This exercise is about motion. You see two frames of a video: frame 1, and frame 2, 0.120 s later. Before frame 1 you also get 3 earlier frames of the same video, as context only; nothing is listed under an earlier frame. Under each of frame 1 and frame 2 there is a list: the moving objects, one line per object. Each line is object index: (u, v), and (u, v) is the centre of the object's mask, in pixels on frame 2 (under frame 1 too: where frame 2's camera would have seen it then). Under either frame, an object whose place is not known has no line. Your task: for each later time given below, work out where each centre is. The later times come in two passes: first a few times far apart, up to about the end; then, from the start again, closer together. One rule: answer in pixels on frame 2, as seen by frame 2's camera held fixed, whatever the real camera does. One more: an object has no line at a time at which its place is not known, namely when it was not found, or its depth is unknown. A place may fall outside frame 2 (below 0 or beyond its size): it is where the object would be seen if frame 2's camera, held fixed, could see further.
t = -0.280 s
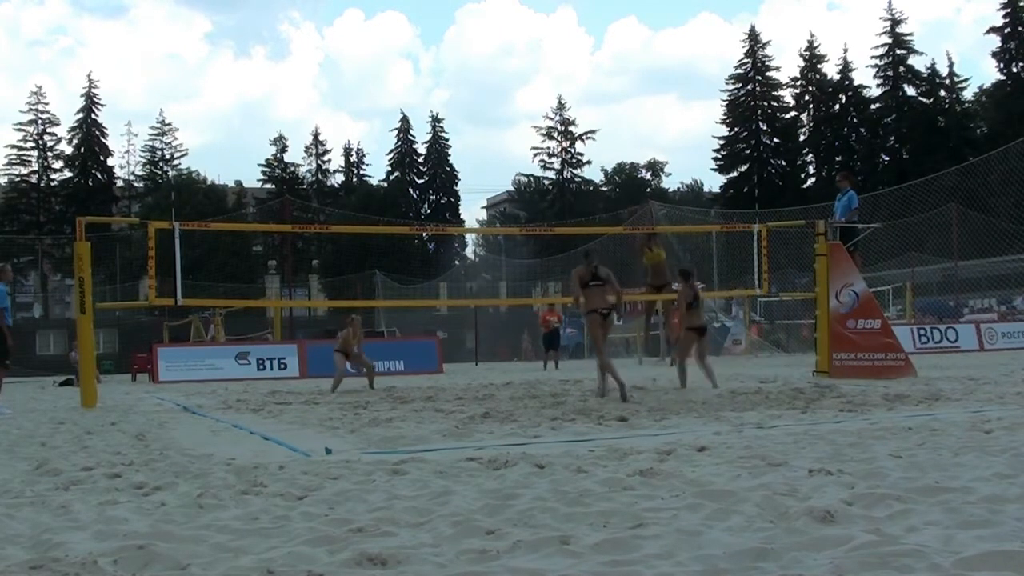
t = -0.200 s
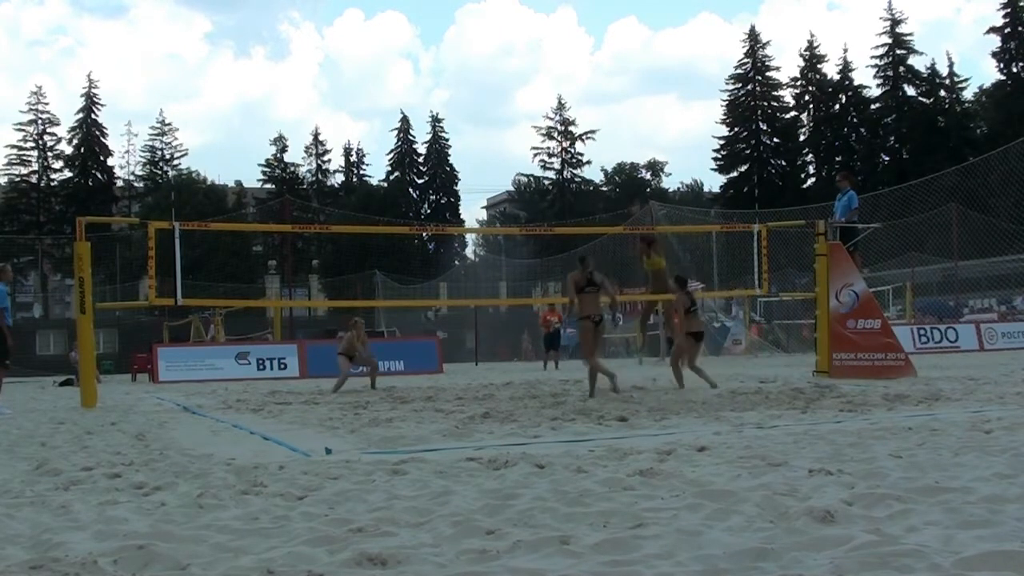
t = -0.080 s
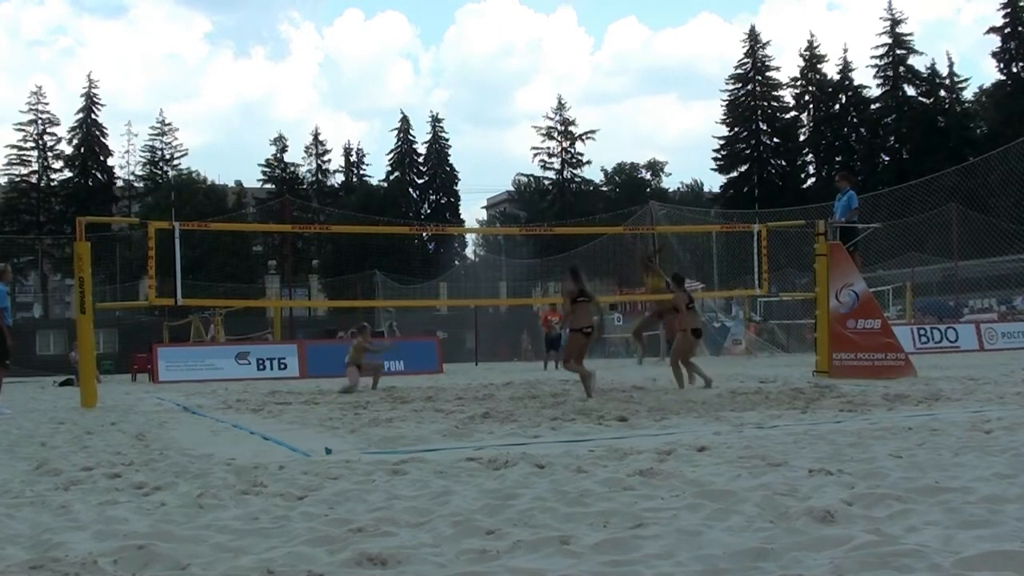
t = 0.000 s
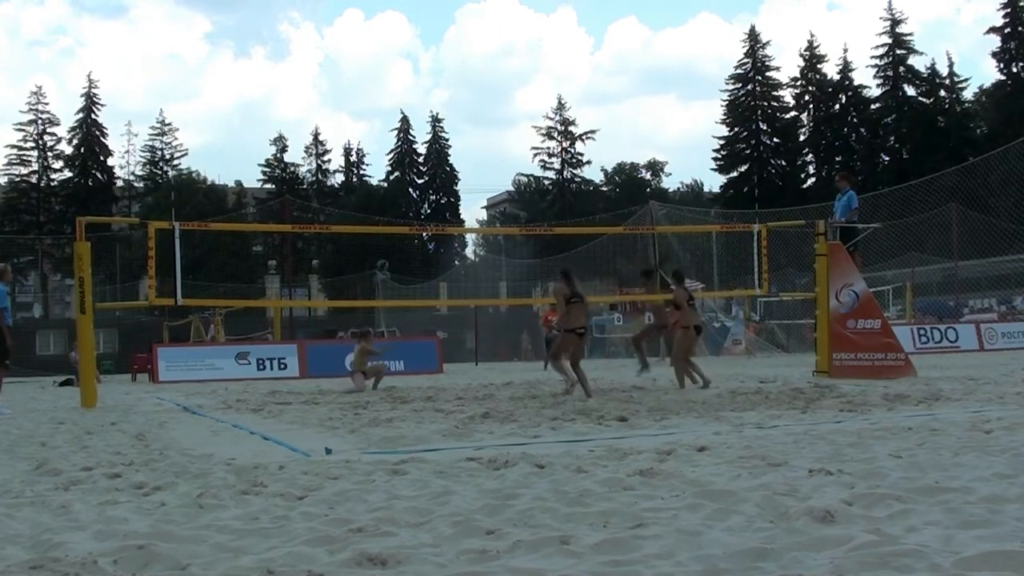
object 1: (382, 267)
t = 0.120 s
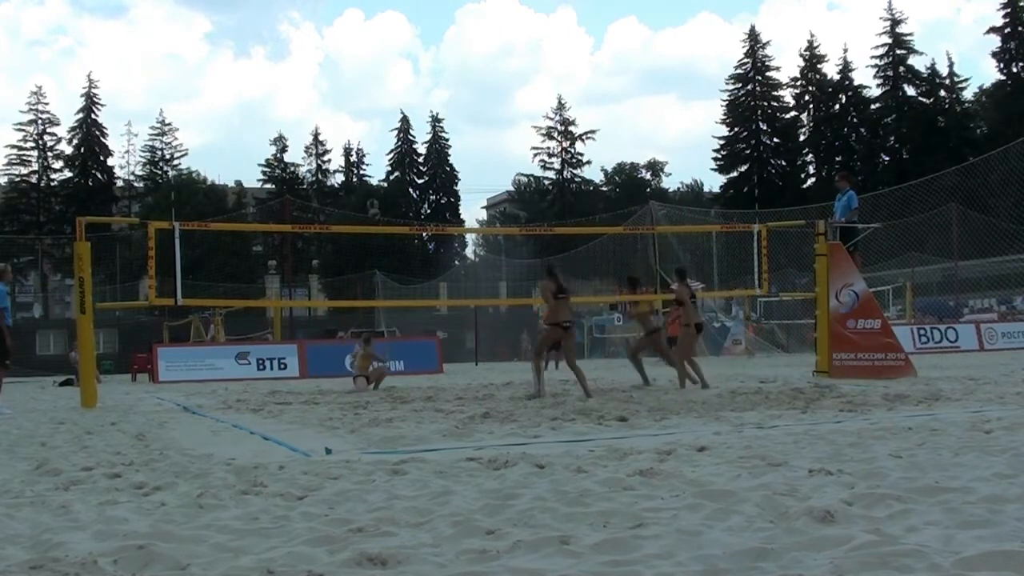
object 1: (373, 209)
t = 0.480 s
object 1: (345, 97)
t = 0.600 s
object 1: (337, 80)
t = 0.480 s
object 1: (345, 97)
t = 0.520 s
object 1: (343, 90)
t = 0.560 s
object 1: (340, 84)
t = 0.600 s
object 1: (337, 80)
